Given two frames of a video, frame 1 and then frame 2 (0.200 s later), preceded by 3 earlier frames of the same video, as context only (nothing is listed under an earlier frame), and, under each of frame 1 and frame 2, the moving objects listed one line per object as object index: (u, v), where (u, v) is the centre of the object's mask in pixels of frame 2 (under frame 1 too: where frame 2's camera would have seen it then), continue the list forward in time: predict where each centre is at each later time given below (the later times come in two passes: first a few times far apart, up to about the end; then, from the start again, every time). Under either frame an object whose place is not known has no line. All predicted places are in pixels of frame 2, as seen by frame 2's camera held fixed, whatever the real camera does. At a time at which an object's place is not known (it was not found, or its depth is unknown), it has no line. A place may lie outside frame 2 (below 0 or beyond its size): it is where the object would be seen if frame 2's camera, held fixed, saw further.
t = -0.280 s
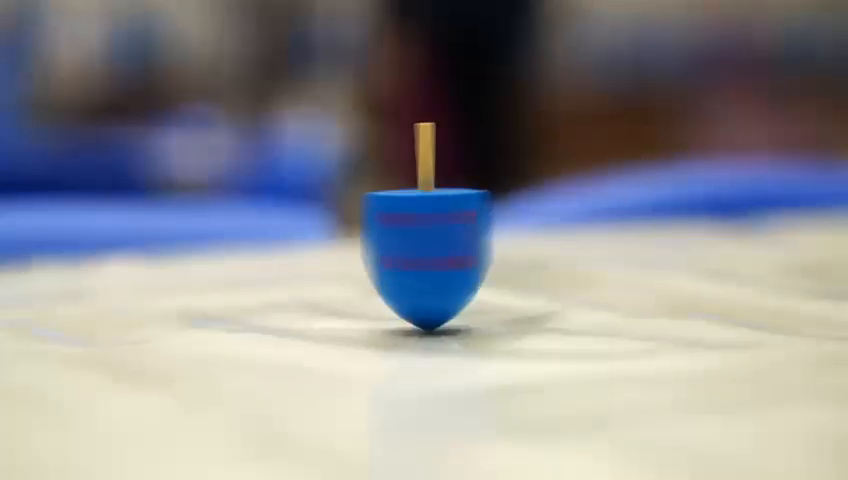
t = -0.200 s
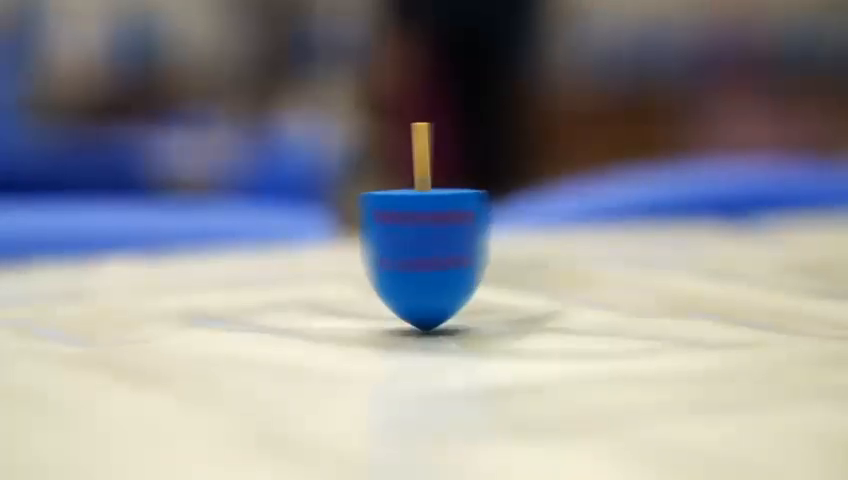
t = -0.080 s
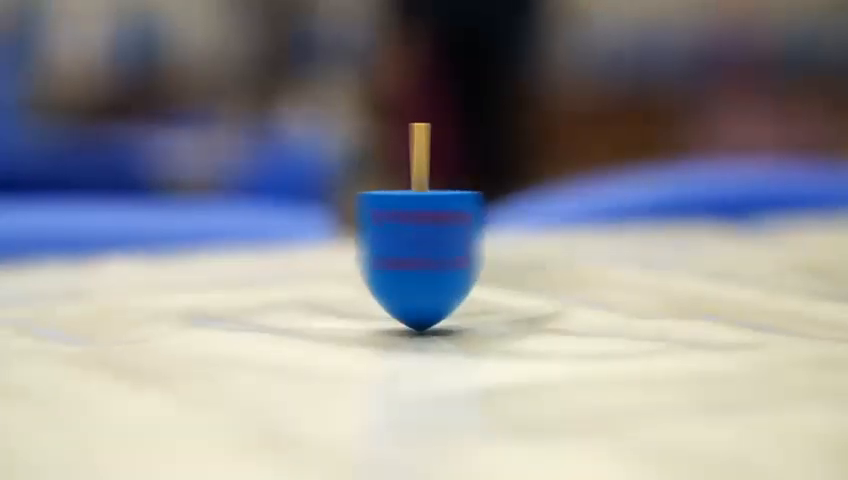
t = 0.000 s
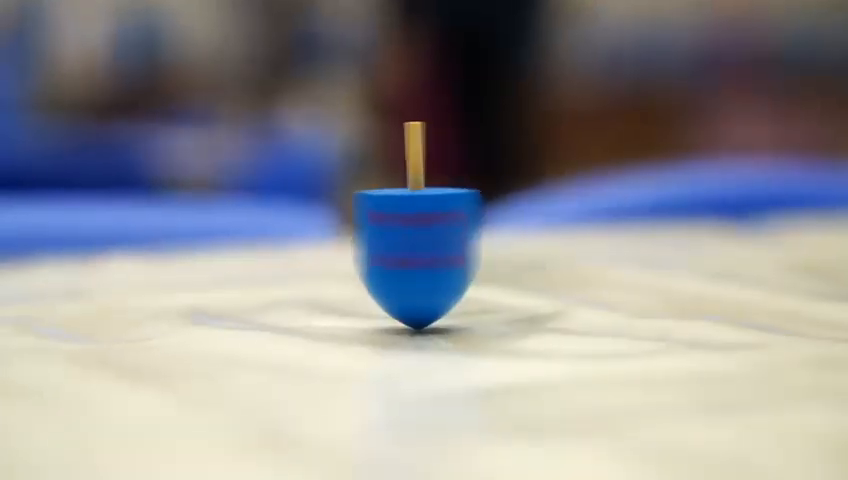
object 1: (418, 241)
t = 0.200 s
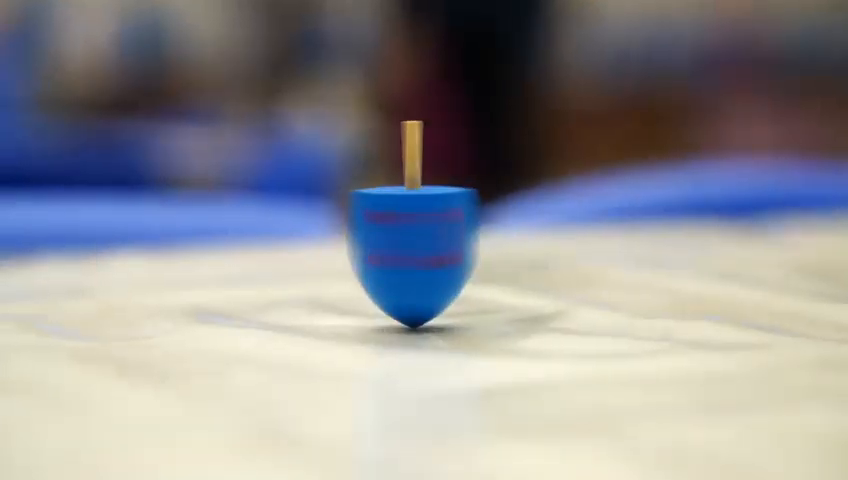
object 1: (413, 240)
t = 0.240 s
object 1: (413, 241)
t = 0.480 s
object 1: (410, 240)
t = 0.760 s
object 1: (409, 241)
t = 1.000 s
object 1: (401, 240)
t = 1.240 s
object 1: (395, 239)
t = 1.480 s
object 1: (390, 240)
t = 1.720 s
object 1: (385, 239)
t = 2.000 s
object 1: (380, 241)
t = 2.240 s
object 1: (369, 242)
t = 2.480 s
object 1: (358, 239)
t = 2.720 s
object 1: (349, 239)
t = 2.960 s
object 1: (333, 239)
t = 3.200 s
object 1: (315, 241)
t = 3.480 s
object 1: (291, 241)
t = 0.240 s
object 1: (413, 241)
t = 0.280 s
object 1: (414, 239)
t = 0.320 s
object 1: (415, 239)
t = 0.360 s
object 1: (415, 240)
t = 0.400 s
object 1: (412, 239)
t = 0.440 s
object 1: (411, 239)
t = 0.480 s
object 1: (410, 240)
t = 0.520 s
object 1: (411, 239)
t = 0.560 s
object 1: (410, 239)
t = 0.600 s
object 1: (410, 241)
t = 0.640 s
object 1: (411, 240)
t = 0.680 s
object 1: (409, 240)
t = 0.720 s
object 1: (409, 241)
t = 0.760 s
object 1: (409, 241)
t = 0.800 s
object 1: (409, 240)
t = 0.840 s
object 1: (405, 239)
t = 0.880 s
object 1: (405, 241)
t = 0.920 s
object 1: (404, 240)
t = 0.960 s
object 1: (402, 240)
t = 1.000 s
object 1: (401, 240)
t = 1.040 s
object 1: (402, 239)
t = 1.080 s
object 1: (400, 240)
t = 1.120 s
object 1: (398, 240)
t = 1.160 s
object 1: (397, 239)
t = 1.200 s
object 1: (397, 240)
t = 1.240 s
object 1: (395, 239)
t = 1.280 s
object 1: (393, 240)
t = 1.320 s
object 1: (393, 240)
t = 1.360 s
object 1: (394, 240)
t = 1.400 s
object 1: (393, 238)
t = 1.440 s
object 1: (389, 239)
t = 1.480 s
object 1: (390, 240)
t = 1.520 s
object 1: (389, 240)
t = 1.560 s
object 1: (388, 238)
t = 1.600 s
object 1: (385, 238)
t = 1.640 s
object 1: (382, 241)
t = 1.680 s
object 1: (383, 239)
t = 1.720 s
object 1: (385, 239)
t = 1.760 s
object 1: (386, 240)
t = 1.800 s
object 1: (382, 239)
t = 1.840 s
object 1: (377, 239)
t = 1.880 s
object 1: (374, 241)
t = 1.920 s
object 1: (376, 239)
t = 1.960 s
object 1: (380, 239)
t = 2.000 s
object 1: (380, 241)
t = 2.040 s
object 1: (377, 239)
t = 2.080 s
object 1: (371, 238)
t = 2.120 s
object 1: (365, 241)
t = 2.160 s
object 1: (363, 242)
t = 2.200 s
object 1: (367, 240)
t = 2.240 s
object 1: (369, 242)
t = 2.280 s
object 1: (368, 240)
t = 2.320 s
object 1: (362, 237)
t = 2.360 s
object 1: (354, 239)
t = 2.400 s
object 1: (351, 243)
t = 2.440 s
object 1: (352, 239)
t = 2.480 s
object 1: (358, 239)
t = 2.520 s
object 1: (360, 242)
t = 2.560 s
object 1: (359, 238)
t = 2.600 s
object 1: (350, 236)
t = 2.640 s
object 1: (344, 240)
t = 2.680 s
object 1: (345, 241)
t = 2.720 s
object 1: (349, 239)
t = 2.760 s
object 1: (352, 240)
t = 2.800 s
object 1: (352, 242)
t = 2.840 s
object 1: (347, 236)
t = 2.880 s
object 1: (336, 238)
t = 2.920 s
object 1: (333, 243)
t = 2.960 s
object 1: (333, 239)
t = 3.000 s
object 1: (337, 240)
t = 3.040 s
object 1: (337, 243)
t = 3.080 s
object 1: (334, 238)
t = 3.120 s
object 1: (322, 236)
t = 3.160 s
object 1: (317, 241)
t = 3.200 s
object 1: (315, 241)
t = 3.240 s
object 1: (318, 239)
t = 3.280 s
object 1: (316, 242)
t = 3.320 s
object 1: (314, 238)
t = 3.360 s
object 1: (308, 235)
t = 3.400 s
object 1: (301, 239)
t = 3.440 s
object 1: (295, 244)
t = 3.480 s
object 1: (291, 241)
